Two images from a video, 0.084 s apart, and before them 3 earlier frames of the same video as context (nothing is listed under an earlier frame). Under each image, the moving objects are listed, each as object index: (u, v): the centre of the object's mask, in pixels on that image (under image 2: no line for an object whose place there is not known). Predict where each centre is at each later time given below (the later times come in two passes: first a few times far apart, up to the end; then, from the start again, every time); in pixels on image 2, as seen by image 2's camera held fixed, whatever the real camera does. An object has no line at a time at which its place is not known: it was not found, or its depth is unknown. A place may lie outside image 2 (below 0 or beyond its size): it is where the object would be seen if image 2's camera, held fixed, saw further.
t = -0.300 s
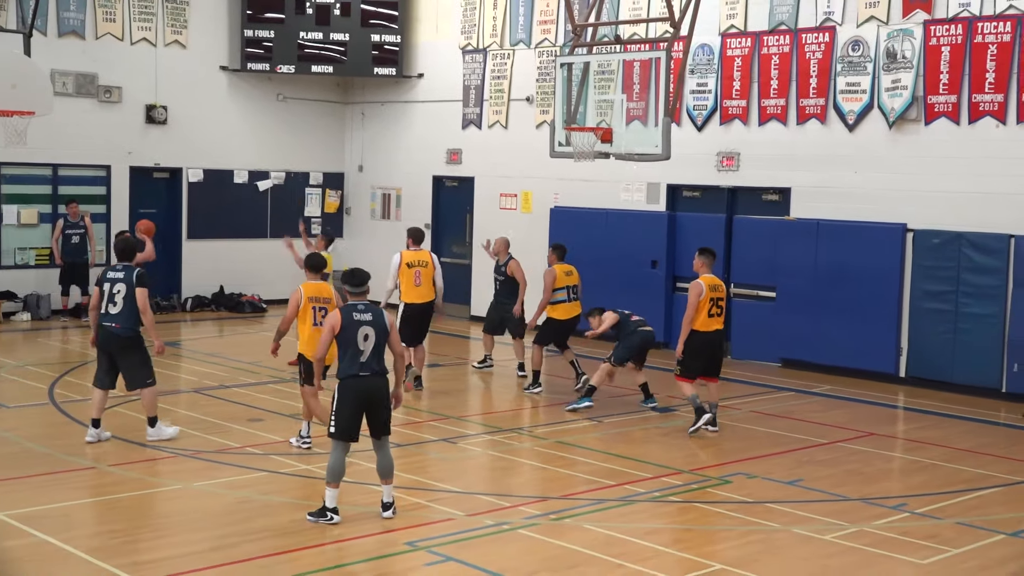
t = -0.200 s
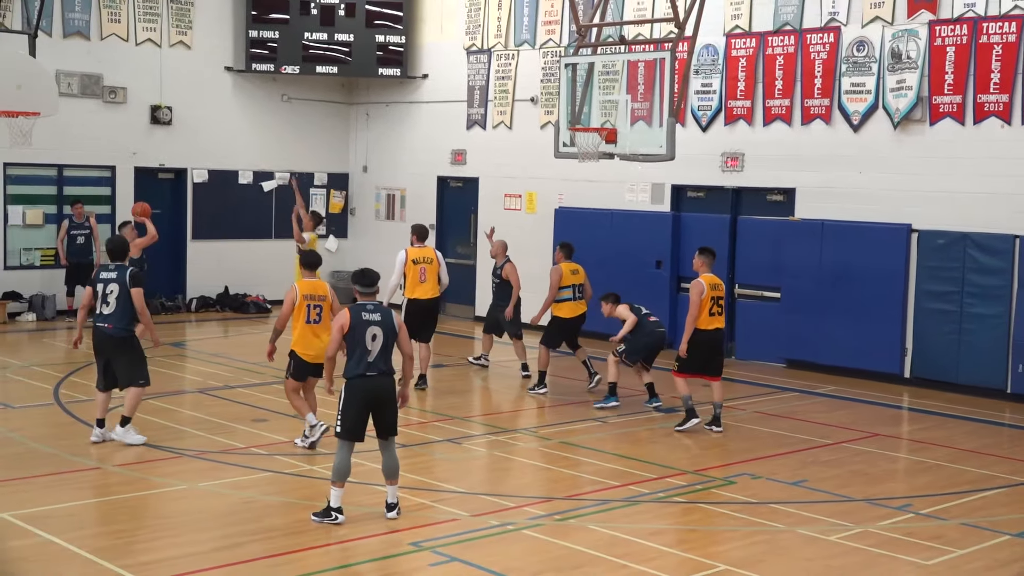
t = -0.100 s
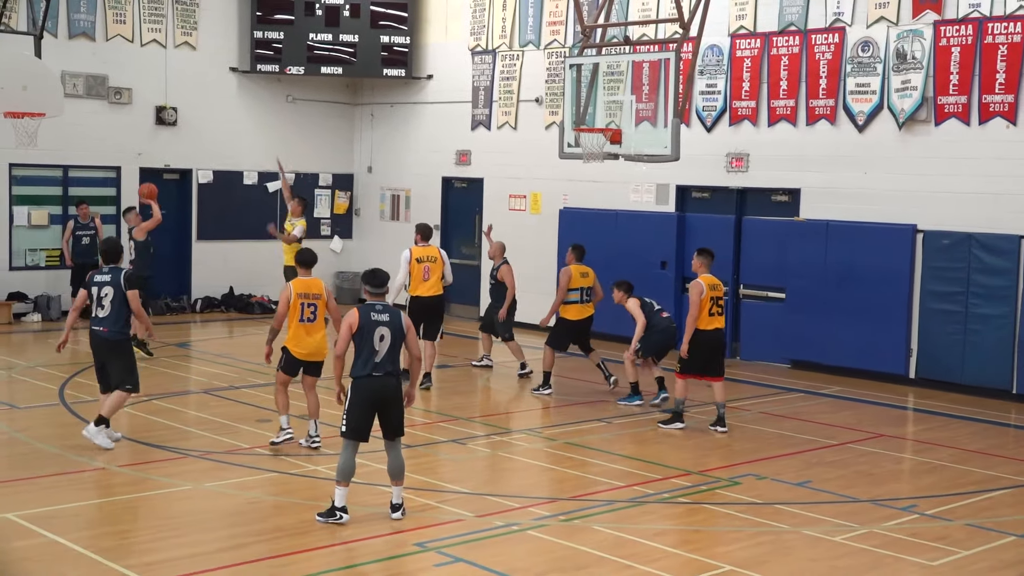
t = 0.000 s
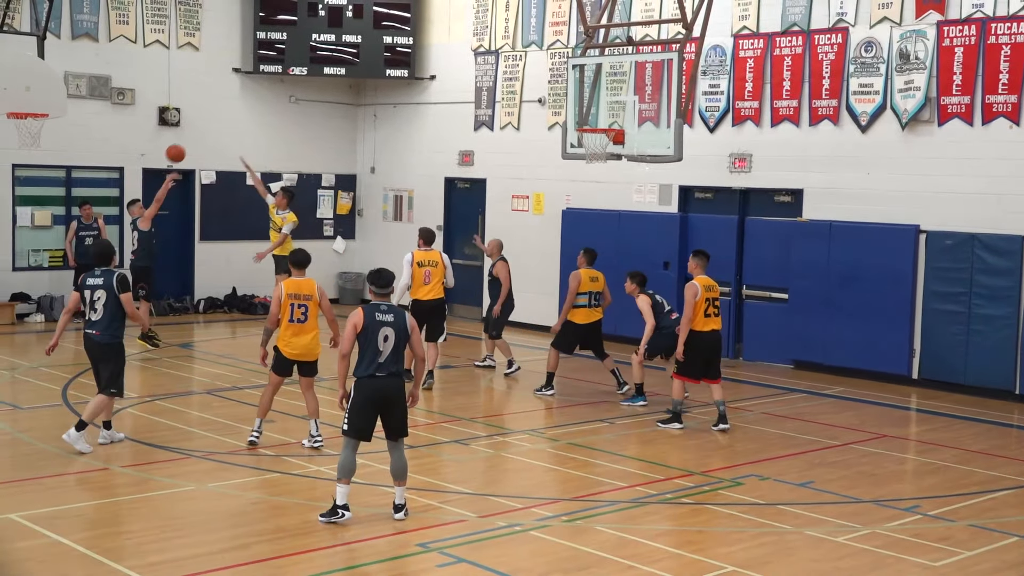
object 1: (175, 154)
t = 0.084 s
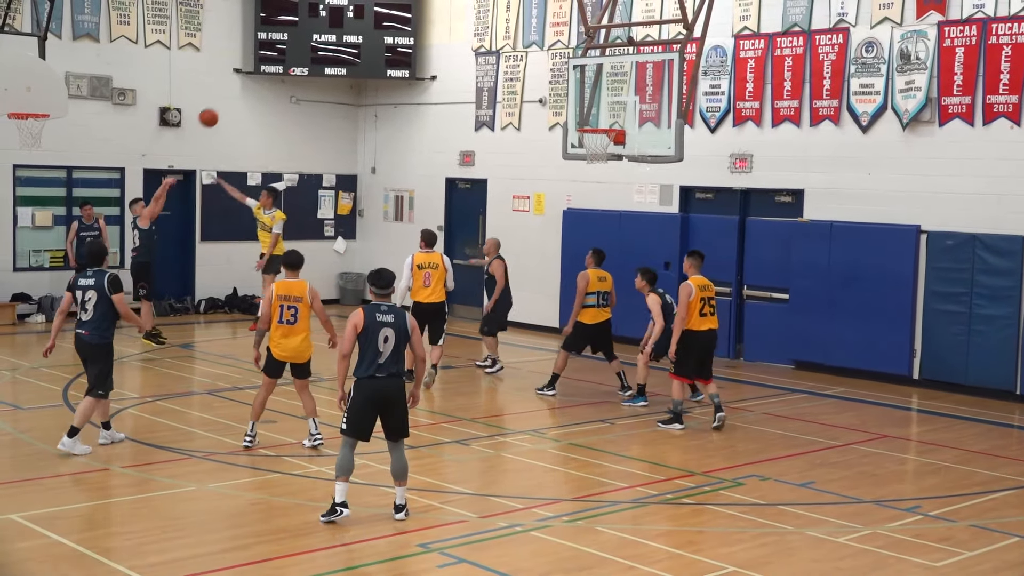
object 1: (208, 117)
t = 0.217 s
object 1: (259, 71)
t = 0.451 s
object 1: (349, 21)
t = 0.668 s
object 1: (432, 15)
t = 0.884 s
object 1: (515, 46)
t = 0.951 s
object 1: (539, 64)
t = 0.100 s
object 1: (215, 111)
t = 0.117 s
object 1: (221, 105)
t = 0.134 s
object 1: (227, 98)
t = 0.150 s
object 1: (234, 93)
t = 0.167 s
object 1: (240, 87)
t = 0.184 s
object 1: (247, 81)
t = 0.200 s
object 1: (253, 77)
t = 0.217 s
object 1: (259, 71)
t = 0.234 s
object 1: (266, 66)
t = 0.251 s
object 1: (273, 61)
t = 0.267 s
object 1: (279, 57)
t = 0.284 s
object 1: (285, 53)
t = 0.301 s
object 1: (292, 48)
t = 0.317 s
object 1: (297, 45)
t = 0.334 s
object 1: (304, 40)
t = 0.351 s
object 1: (311, 37)
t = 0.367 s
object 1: (317, 33)
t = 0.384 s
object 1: (324, 31)
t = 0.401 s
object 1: (330, 28)
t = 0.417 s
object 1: (337, 25)
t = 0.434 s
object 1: (343, 24)
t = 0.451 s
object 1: (349, 21)
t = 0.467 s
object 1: (356, 19)
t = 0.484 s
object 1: (362, 17)
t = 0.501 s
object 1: (368, 16)
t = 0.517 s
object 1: (374, 15)
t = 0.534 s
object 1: (381, 15)
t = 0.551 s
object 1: (387, 14)
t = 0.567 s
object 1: (394, 13)
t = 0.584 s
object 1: (400, 13)
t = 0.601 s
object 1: (407, 13)
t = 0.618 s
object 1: (412, 13)
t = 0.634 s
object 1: (420, 13)
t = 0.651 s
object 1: (426, 14)
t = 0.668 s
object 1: (432, 15)
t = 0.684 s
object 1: (438, 16)
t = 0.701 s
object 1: (445, 17)
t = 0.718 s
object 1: (451, 19)
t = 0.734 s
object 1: (457, 21)
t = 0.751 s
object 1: (464, 23)
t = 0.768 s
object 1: (470, 25)
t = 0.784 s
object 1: (477, 27)
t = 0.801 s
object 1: (483, 30)
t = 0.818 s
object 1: (489, 33)
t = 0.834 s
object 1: (495, 36)
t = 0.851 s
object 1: (502, 39)
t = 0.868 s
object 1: (508, 43)
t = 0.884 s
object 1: (515, 46)
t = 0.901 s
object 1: (521, 50)
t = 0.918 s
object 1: (527, 55)
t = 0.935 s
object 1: (534, 59)
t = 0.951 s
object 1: (539, 64)
